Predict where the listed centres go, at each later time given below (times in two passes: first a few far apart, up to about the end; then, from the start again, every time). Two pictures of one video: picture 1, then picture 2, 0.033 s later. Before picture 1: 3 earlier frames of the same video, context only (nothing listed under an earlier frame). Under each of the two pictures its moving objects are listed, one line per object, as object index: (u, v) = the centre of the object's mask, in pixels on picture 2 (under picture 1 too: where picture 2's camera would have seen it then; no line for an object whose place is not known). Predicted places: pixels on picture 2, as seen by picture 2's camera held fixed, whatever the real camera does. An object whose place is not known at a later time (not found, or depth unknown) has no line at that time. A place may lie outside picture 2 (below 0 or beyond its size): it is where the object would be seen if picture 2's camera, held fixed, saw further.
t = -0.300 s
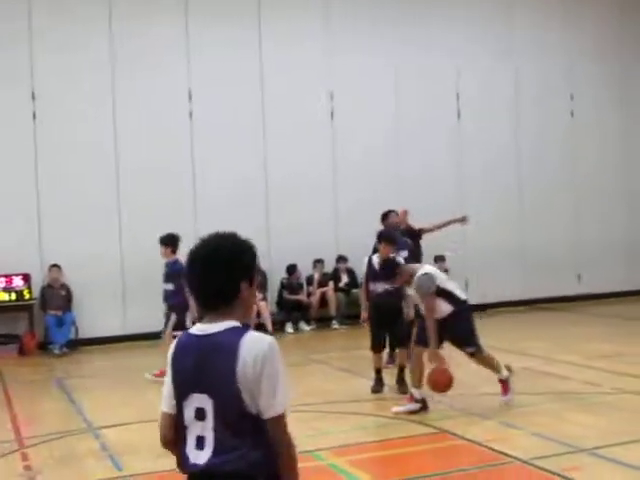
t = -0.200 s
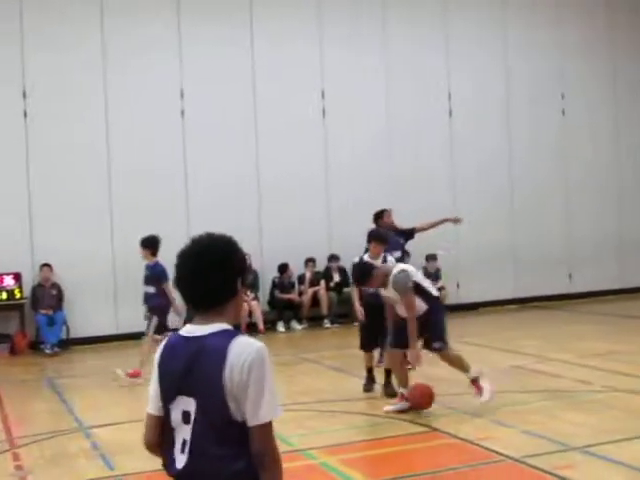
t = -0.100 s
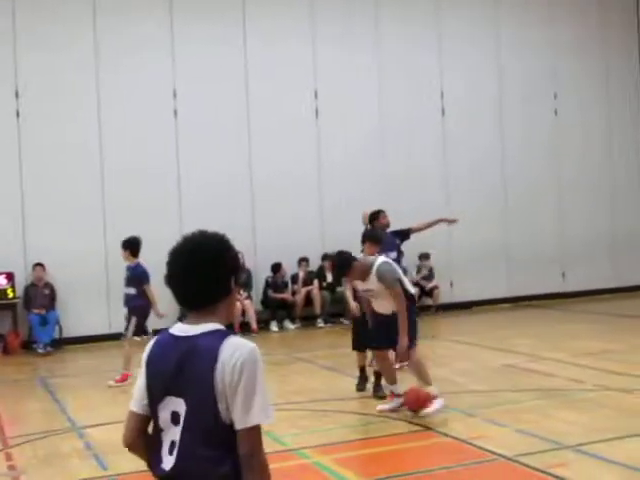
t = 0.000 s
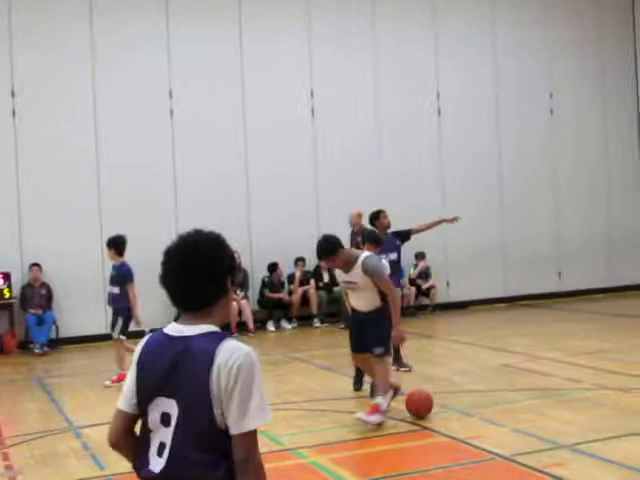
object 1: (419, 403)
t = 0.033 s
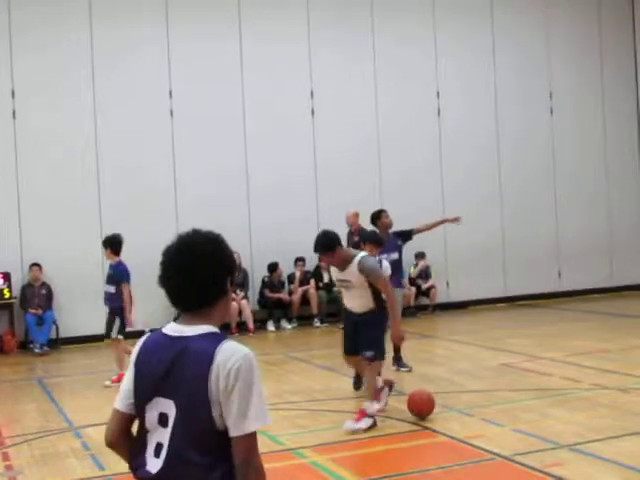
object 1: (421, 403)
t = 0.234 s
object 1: (429, 410)
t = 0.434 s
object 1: (438, 416)
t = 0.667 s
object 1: (449, 425)
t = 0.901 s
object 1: (459, 433)
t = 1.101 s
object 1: (469, 442)
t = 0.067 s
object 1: (422, 404)
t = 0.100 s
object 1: (423, 406)
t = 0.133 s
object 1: (425, 407)
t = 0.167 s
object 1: (426, 407)
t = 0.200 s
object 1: (428, 409)
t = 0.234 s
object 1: (429, 410)
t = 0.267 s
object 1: (431, 411)
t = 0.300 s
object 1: (432, 413)
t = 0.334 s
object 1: (433, 413)
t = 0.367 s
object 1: (435, 415)
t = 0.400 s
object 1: (436, 416)
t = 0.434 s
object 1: (438, 416)
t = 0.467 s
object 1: (439, 418)
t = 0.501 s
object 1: (440, 418)
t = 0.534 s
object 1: (443, 419)
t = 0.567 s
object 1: (444, 421)
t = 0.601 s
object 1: (446, 422)
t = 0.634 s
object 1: (447, 423)
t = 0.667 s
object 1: (449, 425)
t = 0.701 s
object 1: (450, 426)
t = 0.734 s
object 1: (452, 428)
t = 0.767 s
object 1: (454, 429)
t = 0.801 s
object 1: (455, 430)
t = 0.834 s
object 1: (457, 431)
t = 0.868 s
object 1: (458, 432)
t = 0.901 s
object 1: (459, 433)
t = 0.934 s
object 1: (461, 435)
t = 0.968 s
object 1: (462, 436)
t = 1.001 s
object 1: (465, 438)
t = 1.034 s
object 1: (467, 440)
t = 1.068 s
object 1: (468, 441)
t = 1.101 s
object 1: (469, 442)
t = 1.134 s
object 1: (472, 443)
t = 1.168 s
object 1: (473, 445)
